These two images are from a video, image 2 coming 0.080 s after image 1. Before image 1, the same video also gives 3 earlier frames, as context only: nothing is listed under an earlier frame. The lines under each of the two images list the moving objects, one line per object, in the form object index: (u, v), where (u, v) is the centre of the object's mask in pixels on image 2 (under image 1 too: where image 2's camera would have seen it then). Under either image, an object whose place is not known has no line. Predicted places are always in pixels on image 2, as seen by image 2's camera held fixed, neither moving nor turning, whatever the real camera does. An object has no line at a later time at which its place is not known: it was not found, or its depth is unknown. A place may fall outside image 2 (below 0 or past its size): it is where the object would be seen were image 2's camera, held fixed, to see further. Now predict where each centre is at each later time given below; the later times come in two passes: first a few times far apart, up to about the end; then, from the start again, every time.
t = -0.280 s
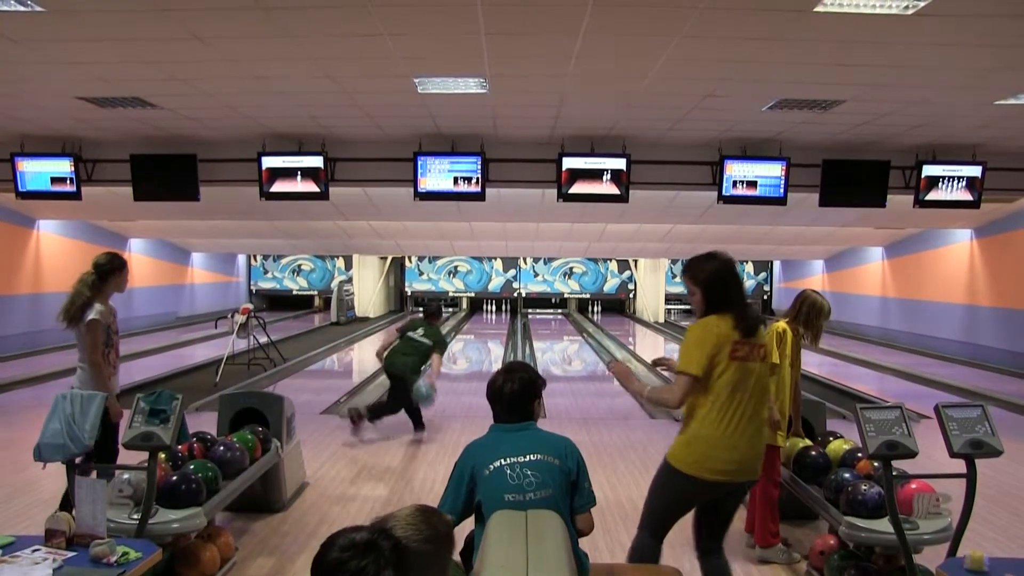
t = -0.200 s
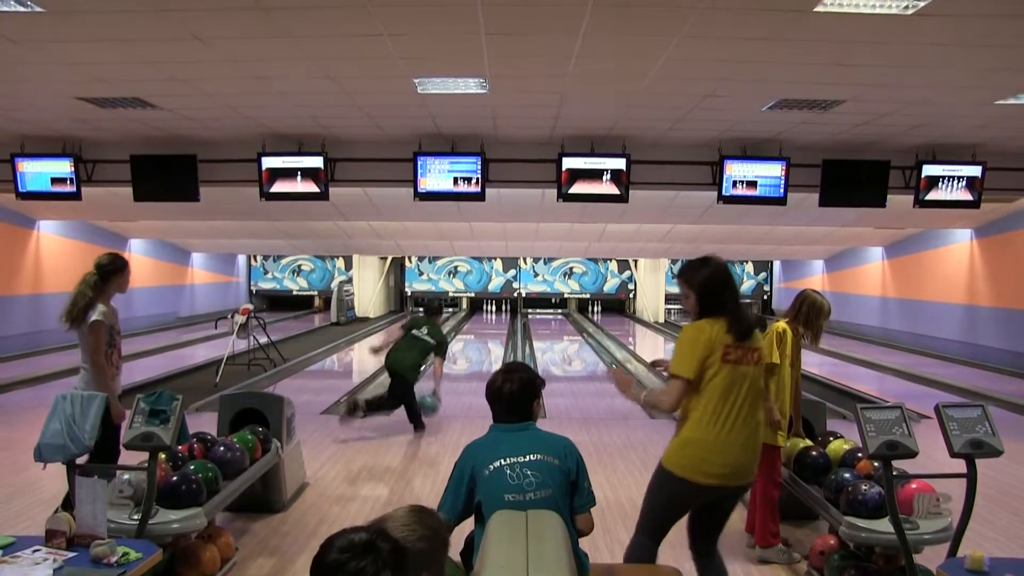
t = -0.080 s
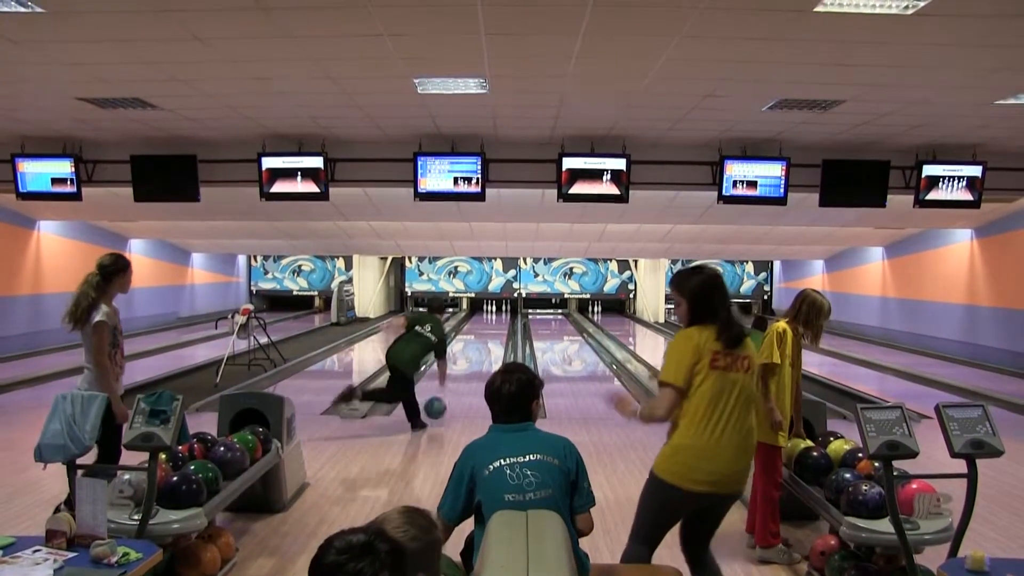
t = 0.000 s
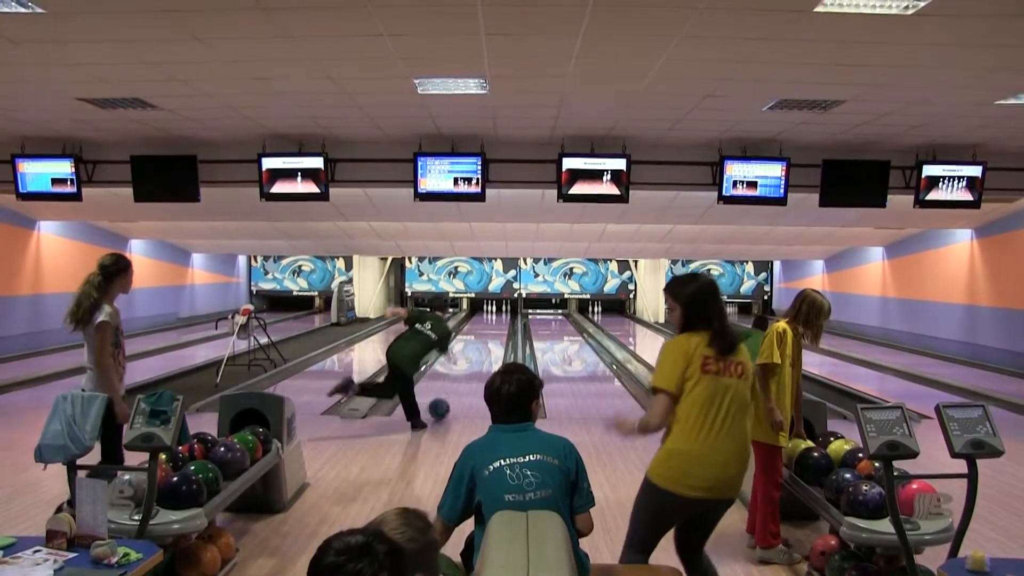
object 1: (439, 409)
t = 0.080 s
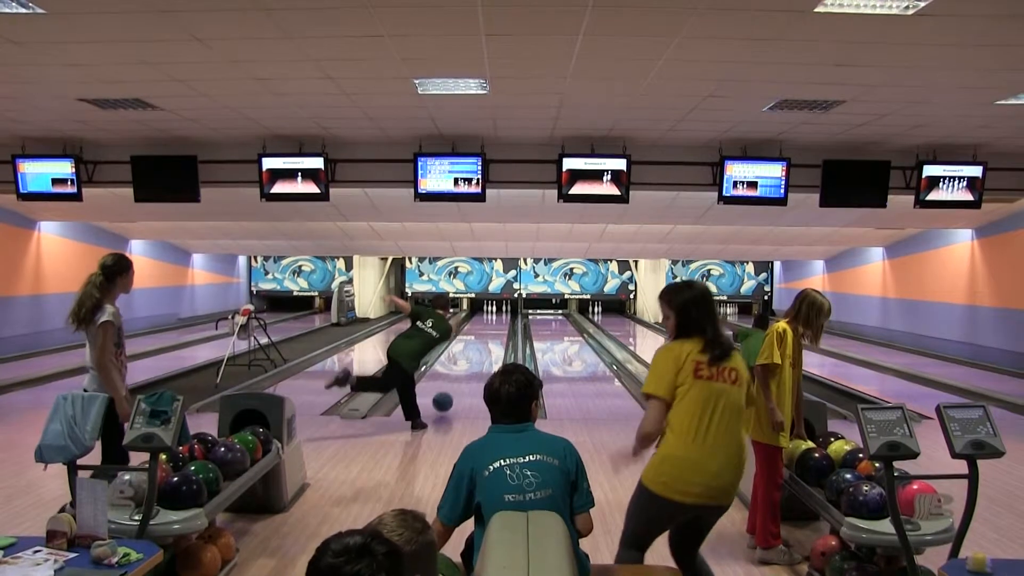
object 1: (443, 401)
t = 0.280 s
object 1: (450, 392)
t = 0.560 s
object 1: (459, 377)
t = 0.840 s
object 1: (466, 366)
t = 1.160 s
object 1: (473, 356)
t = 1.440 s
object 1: (479, 348)
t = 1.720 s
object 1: (482, 342)
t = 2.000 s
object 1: (486, 336)
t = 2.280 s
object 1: (489, 333)
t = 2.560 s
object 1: (492, 329)
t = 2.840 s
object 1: (493, 326)
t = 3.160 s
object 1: (494, 322)
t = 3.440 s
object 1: (496, 320)
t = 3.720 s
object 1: (497, 316)
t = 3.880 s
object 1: (497, 313)
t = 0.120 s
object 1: (444, 398)
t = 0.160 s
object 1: (445, 396)
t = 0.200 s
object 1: (447, 394)
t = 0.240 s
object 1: (449, 393)
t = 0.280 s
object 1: (450, 392)
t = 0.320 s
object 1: (452, 388)
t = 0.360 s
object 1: (453, 387)
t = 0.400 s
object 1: (454, 385)
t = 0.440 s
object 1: (455, 383)
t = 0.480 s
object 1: (456, 381)
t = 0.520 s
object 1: (458, 379)
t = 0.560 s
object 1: (459, 377)
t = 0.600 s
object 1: (460, 376)
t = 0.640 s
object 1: (461, 374)
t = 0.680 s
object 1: (462, 372)
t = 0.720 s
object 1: (463, 370)
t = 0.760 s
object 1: (464, 369)
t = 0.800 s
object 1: (465, 367)
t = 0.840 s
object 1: (466, 366)
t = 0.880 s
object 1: (467, 364)
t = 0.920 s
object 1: (468, 363)
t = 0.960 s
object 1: (470, 362)
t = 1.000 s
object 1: (470, 360)
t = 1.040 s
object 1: (471, 359)
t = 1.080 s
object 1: (471, 358)
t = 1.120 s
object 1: (472, 357)
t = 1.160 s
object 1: (473, 356)
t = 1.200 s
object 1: (473, 356)
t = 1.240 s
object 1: (475, 354)
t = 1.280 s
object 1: (476, 352)
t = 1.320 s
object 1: (476, 352)
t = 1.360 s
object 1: (477, 351)
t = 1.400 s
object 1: (478, 350)
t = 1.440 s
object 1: (479, 348)
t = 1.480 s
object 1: (479, 348)
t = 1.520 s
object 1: (479, 347)
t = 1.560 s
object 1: (480, 347)
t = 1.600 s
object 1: (481, 345)
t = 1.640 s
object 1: (481, 344)
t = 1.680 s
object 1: (482, 343)
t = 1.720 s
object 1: (482, 342)
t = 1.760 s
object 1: (483, 341)
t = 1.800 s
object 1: (483, 341)
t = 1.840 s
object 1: (484, 340)
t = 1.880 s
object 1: (484, 340)
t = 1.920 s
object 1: (485, 339)
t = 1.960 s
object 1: (486, 338)
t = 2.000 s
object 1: (486, 336)
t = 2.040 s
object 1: (487, 336)
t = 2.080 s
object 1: (488, 334)
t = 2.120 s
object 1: (488, 334)
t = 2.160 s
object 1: (488, 335)
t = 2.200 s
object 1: (488, 334)
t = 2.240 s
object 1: (488, 333)
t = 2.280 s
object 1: (489, 333)
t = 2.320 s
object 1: (489, 331)
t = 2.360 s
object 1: (489, 331)
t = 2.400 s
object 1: (490, 331)
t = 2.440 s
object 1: (490, 330)
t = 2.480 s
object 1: (491, 330)
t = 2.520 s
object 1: (491, 330)
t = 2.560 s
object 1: (492, 329)
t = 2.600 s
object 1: (492, 329)
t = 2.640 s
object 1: (492, 328)
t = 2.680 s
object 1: (492, 329)
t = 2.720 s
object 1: (493, 328)
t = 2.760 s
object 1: (493, 327)
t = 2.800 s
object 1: (493, 326)
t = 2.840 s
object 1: (493, 326)
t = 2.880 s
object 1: (494, 325)
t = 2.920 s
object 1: (494, 324)
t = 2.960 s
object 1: (494, 324)
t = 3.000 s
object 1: (494, 323)
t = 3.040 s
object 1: (494, 323)
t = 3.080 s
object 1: (494, 323)
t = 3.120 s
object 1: (495, 322)
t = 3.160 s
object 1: (494, 322)
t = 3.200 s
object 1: (495, 321)
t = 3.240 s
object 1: (495, 321)
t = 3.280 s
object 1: (495, 321)
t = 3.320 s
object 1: (496, 321)
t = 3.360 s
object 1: (496, 321)
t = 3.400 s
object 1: (496, 320)
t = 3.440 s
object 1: (496, 320)
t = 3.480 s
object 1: (496, 320)
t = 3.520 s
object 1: (496, 318)
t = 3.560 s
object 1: (496, 318)
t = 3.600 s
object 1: (496, 318)
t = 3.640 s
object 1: (496, 317)
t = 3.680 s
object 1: (496, 317)
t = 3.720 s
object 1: (497, 316)
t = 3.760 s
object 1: (497, 315)
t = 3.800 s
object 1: (497, 314)
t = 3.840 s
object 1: (497, 314)
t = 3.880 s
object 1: (497, 313)
